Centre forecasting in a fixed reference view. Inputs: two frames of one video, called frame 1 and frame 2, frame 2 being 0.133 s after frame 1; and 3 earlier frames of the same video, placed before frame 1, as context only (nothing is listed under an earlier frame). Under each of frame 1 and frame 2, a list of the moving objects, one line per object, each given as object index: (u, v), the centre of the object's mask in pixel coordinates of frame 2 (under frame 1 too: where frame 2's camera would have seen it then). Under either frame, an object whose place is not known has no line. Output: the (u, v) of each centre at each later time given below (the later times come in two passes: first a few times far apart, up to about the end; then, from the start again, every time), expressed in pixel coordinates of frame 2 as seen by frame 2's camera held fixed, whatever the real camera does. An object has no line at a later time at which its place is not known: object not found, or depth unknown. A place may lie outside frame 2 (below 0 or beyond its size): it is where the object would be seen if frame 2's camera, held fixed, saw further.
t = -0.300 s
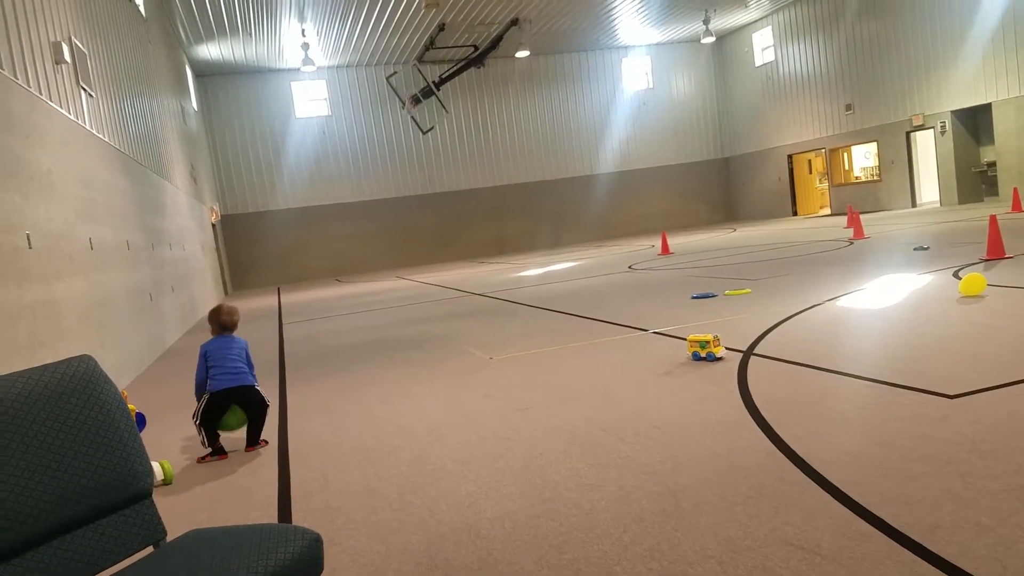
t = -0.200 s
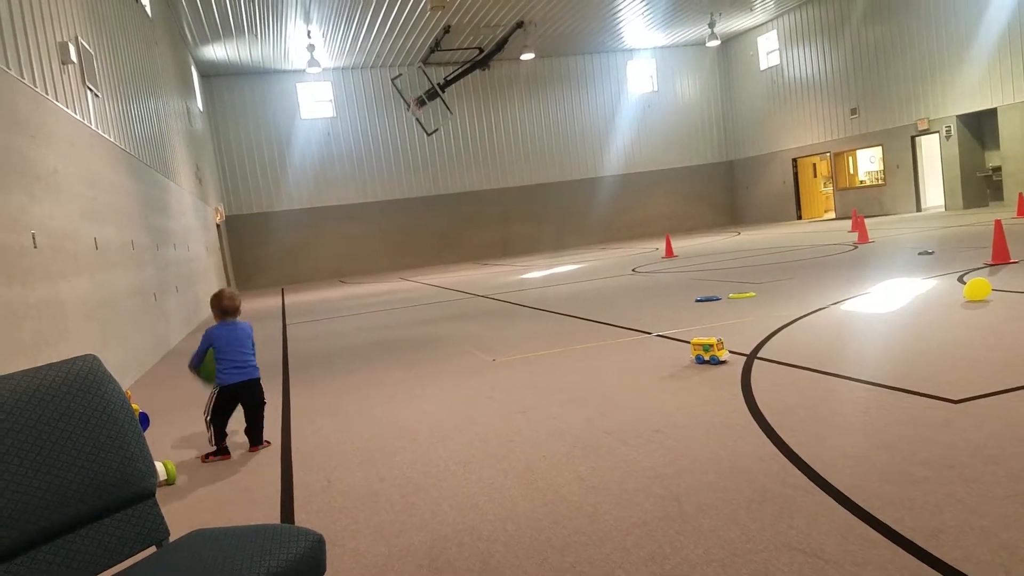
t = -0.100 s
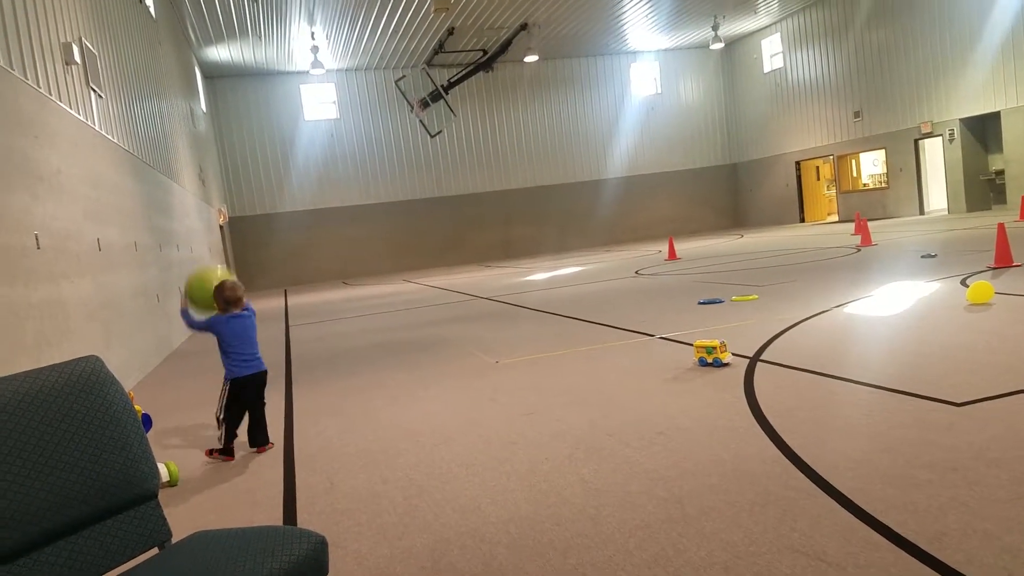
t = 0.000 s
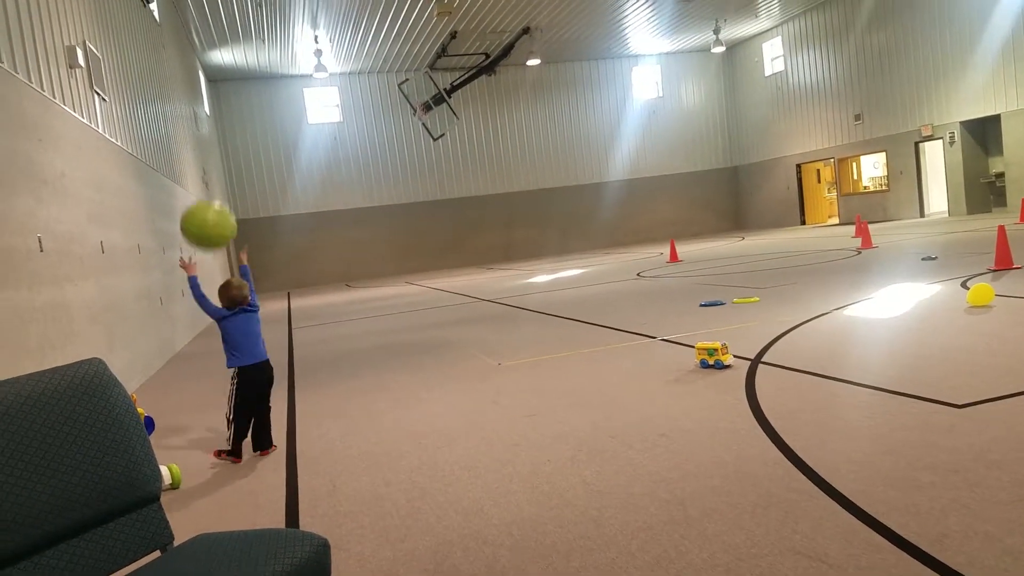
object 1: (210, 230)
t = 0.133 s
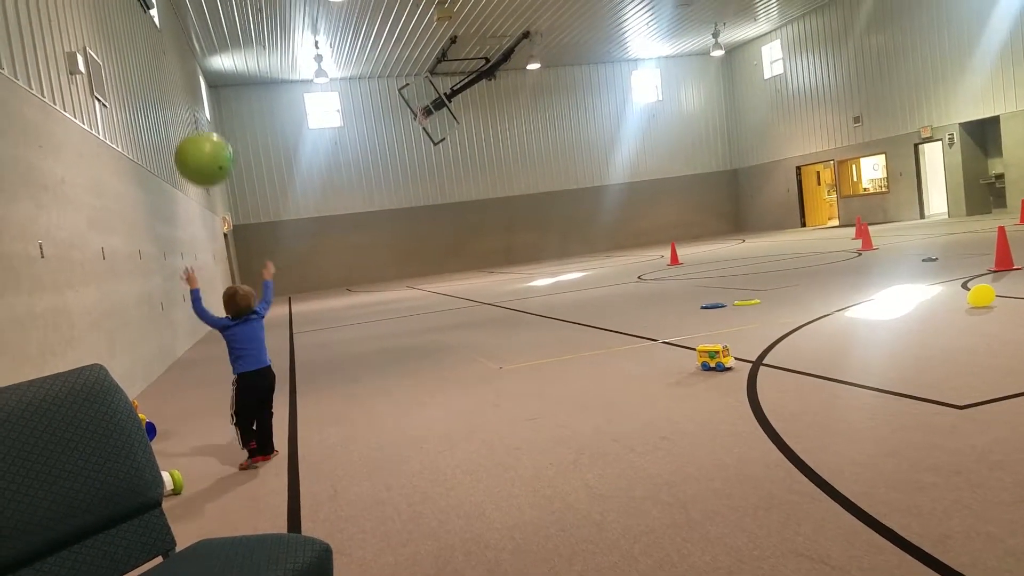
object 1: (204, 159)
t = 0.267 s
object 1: (204, 112)
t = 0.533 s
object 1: (222, 114)
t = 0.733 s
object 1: (253, 218)
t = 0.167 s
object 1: (204, 145)
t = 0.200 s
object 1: (203, 132)
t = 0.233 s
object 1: (204, 121)
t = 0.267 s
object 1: (204, 112)
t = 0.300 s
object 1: (205, 105)
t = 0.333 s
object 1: (207, 100)
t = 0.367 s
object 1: (209, 97)
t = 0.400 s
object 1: (210, 96)
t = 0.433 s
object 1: (212, 97)
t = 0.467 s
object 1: (215, 100)
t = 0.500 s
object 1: (218, 106)
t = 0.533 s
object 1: (222, 114)
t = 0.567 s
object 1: (227, 125)
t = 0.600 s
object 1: (231, 138)
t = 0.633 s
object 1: (236, 154)
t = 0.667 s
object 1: (240, 172)
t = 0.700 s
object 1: (247, 193)
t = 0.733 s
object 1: (253, 218)
